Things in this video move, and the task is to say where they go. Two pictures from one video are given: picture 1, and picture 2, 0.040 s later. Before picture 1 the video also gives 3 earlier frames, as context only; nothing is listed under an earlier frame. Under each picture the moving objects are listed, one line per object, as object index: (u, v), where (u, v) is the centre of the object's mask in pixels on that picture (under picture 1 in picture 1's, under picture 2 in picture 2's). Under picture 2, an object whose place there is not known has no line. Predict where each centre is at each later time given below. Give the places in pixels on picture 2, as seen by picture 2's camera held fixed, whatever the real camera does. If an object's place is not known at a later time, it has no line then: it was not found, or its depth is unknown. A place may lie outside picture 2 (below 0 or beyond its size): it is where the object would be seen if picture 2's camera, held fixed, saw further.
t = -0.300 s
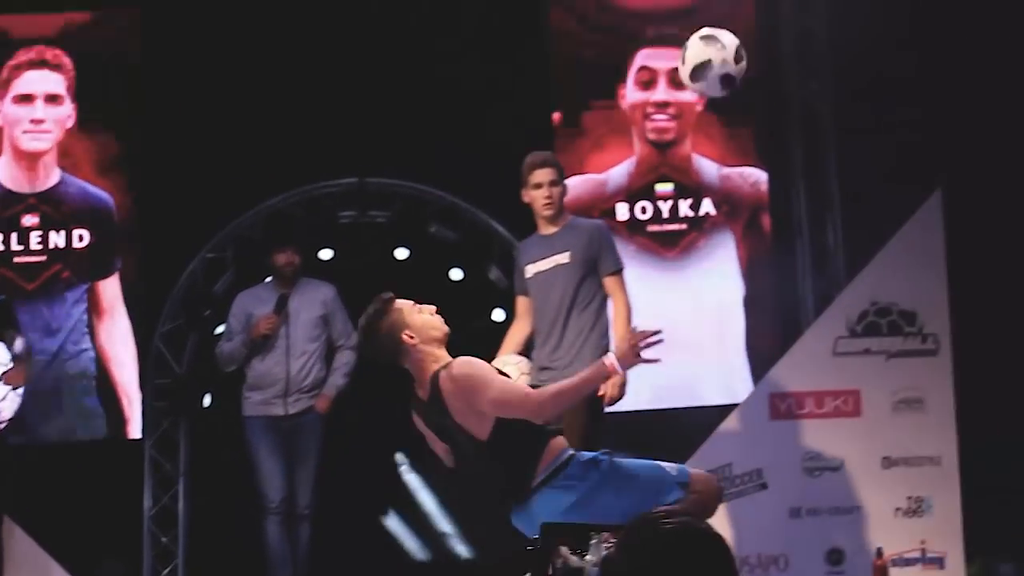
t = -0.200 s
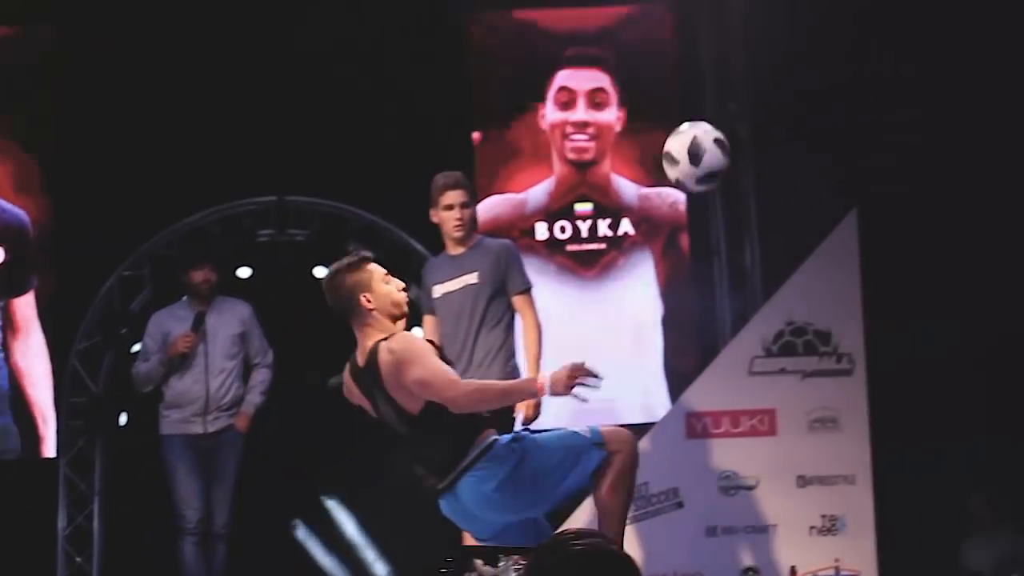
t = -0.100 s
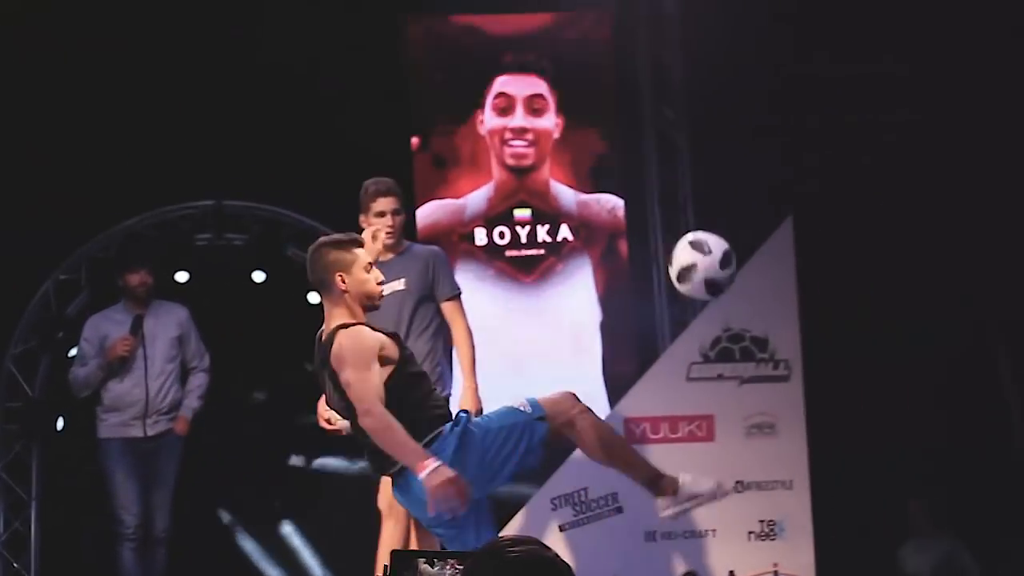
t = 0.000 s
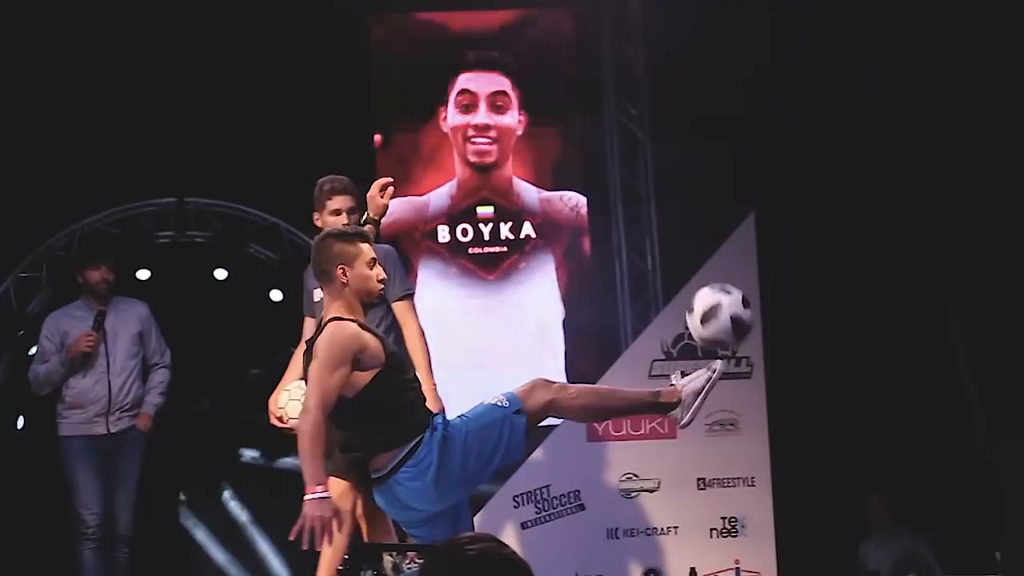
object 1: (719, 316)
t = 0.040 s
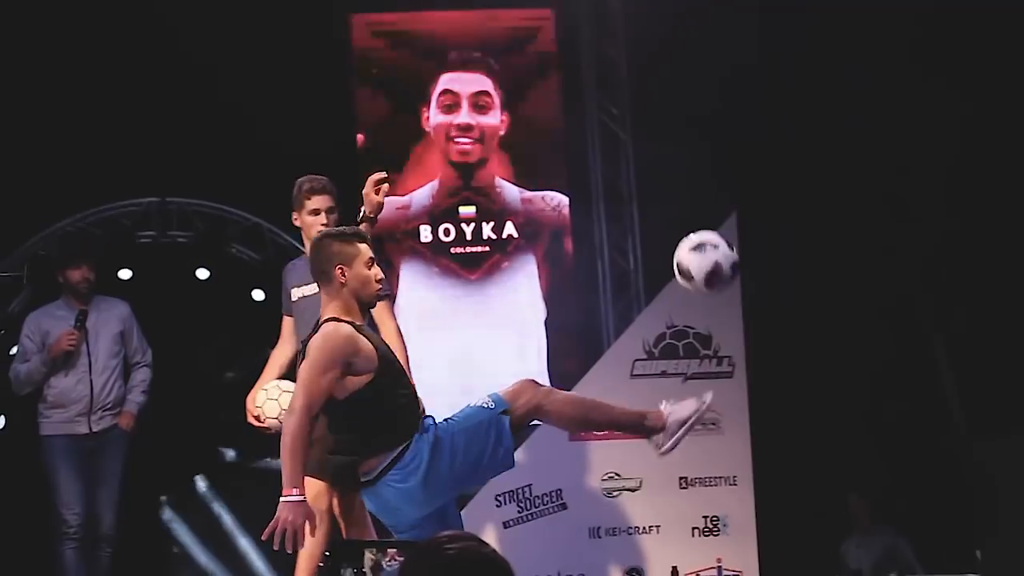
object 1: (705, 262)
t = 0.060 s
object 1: (707, 237)
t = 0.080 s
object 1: (709, 214)
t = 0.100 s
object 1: (711, 192)
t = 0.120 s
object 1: (714, 173)
